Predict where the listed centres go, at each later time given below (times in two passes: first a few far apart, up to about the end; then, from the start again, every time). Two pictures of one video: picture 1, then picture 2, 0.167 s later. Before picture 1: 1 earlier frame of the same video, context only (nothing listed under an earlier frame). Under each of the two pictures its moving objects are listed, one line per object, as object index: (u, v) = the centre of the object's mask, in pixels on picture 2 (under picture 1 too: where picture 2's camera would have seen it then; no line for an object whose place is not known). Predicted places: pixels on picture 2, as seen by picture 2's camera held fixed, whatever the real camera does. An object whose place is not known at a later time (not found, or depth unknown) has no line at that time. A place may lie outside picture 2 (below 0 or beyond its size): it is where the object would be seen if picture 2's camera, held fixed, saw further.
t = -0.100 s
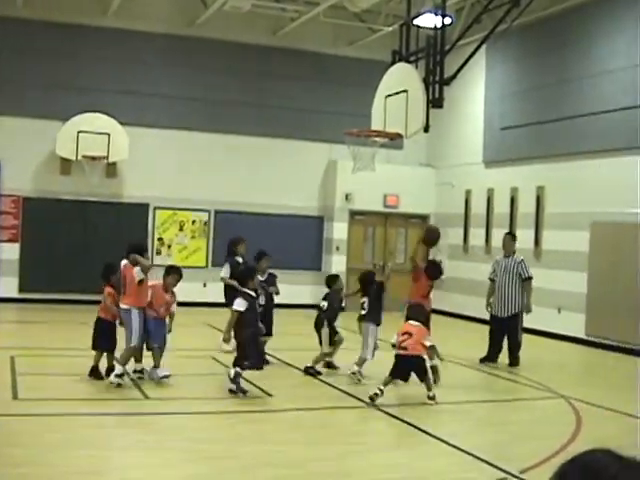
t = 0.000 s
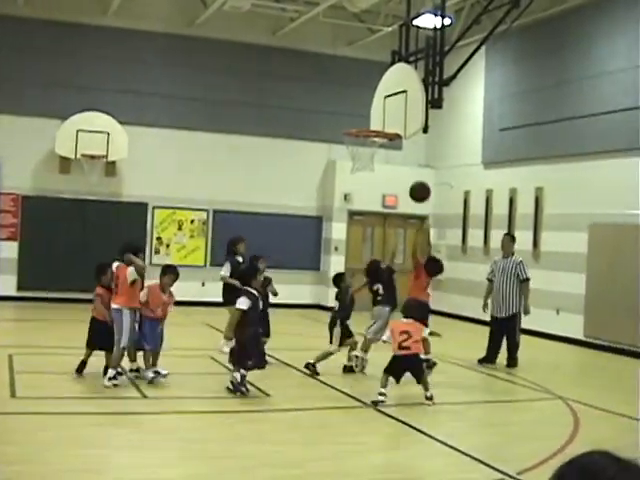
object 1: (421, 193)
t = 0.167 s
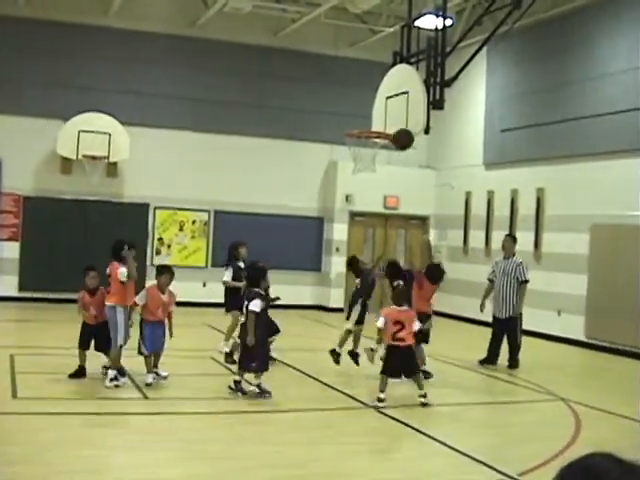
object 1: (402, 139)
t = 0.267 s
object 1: (392, 119)
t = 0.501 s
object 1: (365, 109)
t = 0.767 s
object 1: (351, 120)
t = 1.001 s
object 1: (358, 125)
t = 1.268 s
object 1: (367, 172)
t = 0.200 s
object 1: (399, 132)
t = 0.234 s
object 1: (395, 125)
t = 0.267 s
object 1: (392, 119)
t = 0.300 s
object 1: (388, 115)
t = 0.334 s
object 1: (384, 111)
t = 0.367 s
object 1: (380, 109)
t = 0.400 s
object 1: (377, 107)
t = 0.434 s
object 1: (373, 107)
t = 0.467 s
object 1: (369, 107)
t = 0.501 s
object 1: (365, 109)
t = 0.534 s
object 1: (361, 111)
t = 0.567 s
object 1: (357, 114)
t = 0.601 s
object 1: (353, 119)
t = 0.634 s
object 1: (349, 123)
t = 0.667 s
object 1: (350, 121)
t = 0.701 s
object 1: (350, 120)
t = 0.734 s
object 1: (350, 120)
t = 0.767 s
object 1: (351, 120)
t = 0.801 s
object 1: (351, 121)
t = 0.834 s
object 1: (351, 123)
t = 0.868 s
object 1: (352, 124)
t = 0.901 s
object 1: (353, 123)
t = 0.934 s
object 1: (355, 124)
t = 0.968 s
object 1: (357, 124)
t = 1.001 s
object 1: (358, 125)
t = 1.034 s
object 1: (359, 126)
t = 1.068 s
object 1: (361, 137)
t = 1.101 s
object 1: (361, 141)
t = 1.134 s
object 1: (363, 148)
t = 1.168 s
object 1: (364, 154)
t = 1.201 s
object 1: (365, 160)
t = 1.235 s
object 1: (366, 165)
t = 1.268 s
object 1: (367, 172)
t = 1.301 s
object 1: (368, 180)
